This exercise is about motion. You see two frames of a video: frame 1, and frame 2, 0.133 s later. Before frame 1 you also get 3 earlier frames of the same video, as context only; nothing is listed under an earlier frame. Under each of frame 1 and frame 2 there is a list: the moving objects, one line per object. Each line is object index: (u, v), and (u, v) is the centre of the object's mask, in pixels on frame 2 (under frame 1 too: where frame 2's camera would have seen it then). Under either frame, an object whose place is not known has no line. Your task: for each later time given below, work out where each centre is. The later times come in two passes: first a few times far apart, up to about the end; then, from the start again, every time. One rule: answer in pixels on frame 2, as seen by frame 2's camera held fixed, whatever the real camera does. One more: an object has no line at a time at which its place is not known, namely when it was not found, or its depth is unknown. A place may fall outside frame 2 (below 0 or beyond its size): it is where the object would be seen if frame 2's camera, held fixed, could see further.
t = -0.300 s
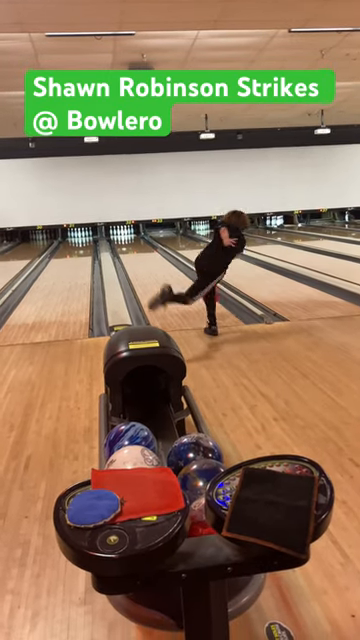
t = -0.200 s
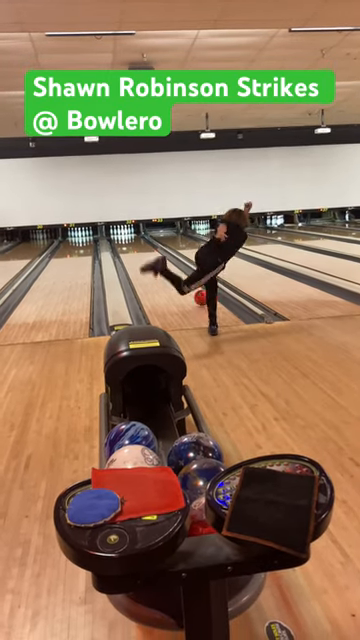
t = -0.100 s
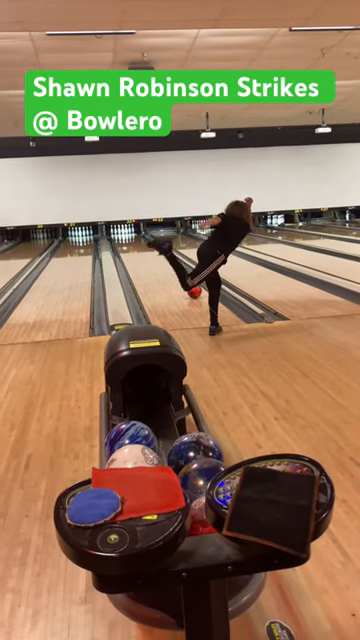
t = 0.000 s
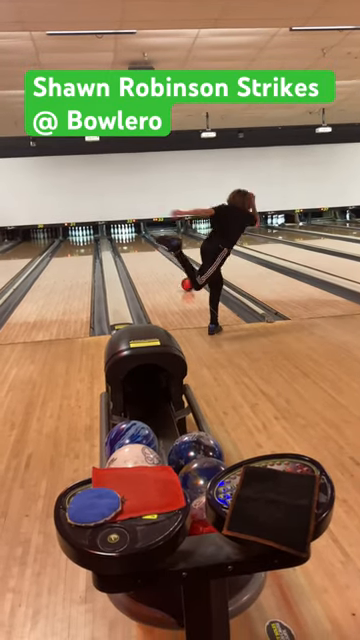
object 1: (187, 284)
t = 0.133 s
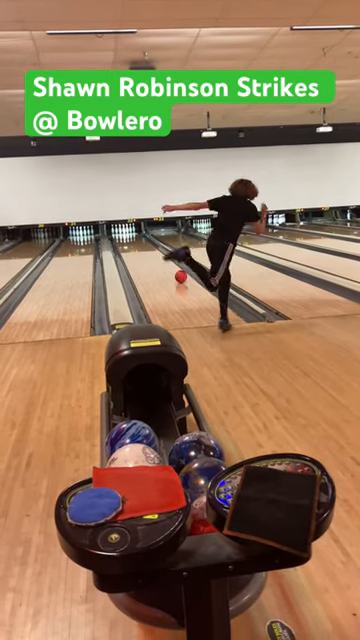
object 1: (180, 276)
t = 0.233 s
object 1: (175, 271)
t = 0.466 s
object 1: (166, 262)
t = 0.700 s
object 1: (159, 255)
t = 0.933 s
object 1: (153, 250)
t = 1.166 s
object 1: (147, 245)
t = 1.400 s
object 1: (144, 241)
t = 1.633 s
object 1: (140, 240)
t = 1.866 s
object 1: (137, 236)
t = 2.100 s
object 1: (132, 234)
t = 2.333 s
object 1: (130, 233)
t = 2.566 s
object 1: (126, 231)
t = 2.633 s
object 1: (126, 231)
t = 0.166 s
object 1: (179, 275)
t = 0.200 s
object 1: (174, 272)
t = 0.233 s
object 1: (175, 271)
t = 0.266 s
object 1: (174, 270)
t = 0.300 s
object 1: (172, 268)
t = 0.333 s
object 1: (171, 267)
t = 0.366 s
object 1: (170, 266)
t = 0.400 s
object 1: (168, 265)
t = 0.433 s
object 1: (167, 263)
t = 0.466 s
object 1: (166, 262)
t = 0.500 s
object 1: (165, 261)
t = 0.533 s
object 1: (164, 260)
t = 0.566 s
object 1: (163, 259)
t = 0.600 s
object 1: (161, 258)
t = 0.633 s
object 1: (161, 257)
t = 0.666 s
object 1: (160, 256)
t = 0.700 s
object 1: (159, 255)
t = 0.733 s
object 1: (158, 254)
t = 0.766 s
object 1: (157, 253)
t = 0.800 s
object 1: (156, 253)
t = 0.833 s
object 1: (155, 252)
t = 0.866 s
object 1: (154, 251)
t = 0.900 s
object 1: (153, 251)
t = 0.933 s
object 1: (153, 250)
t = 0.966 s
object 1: (152, 249)
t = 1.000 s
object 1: (151, 249)
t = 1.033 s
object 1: (151, 247)
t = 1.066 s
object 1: (150, 247)
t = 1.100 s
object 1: (149, 246)
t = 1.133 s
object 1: (148, 246)
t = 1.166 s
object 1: (147, 245)
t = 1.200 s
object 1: (147, 245)
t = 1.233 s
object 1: (146, 244)
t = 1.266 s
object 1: (145, 243)
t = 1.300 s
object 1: (145, 243)
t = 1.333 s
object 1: (144, 243)
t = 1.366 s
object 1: (144, 243)
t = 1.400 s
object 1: (144, 241)
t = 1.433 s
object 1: (144, 241)
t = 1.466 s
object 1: (142, 241)
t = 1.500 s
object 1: (142, 240)
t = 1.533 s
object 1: (142, 240)
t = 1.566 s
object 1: (138, 238)
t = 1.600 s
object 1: (140, 240)
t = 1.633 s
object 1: (140, 240)
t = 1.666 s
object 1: (141, 239)
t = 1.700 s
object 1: (139, 238)
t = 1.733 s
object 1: (138, 237)
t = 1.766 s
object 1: (138, 237)
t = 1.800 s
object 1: (137, 237)
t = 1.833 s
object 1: (138, 236)
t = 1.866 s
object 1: (137, 236)
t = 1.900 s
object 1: (137, 236)
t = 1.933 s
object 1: (136, 236)
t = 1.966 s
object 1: (136, 236)
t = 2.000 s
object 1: (135, 236)
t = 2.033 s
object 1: (134, 235)
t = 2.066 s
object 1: (133, 234)
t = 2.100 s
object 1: (132, 234)
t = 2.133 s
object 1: (132, 234)
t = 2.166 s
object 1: (132, 234)
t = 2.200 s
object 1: (131, 234)
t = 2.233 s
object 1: (132, 234)
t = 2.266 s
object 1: (131, 233)
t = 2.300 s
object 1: (130, 233)
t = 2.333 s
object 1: (130, 233)
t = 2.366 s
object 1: (129, 233)
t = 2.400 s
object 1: (128, 232)
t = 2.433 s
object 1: (127, 232)
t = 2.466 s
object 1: (127, 232)
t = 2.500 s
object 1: (126, 231)
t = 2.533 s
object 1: (126, 231)
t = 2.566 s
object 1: (126, 231)
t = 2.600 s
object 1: (126, 231)
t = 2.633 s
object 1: (126, 231)
